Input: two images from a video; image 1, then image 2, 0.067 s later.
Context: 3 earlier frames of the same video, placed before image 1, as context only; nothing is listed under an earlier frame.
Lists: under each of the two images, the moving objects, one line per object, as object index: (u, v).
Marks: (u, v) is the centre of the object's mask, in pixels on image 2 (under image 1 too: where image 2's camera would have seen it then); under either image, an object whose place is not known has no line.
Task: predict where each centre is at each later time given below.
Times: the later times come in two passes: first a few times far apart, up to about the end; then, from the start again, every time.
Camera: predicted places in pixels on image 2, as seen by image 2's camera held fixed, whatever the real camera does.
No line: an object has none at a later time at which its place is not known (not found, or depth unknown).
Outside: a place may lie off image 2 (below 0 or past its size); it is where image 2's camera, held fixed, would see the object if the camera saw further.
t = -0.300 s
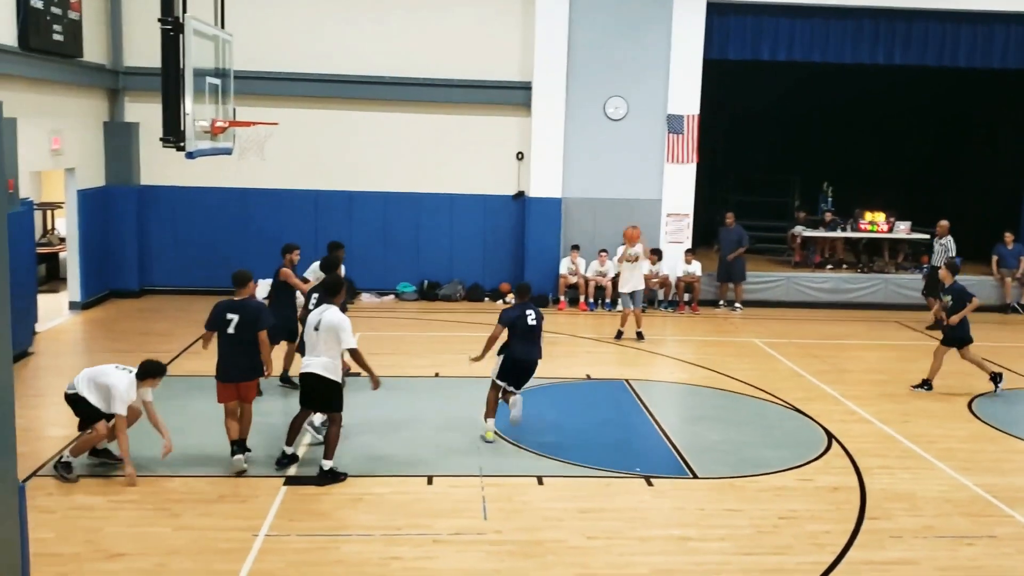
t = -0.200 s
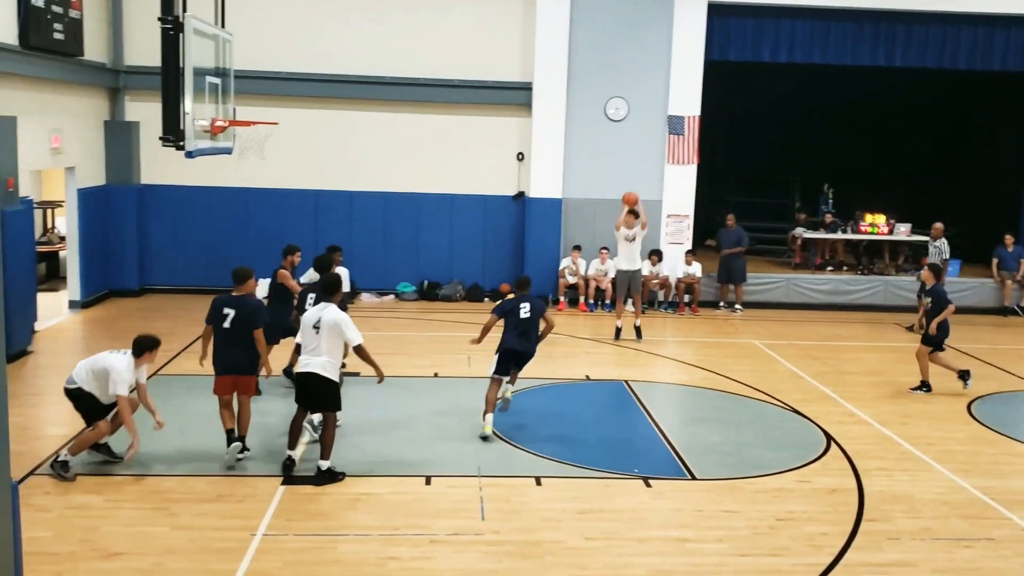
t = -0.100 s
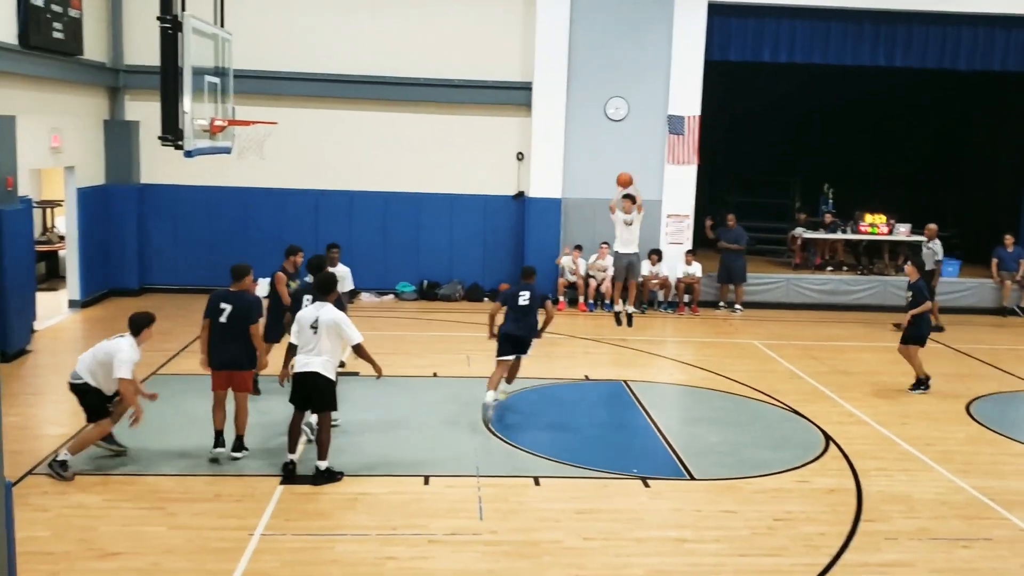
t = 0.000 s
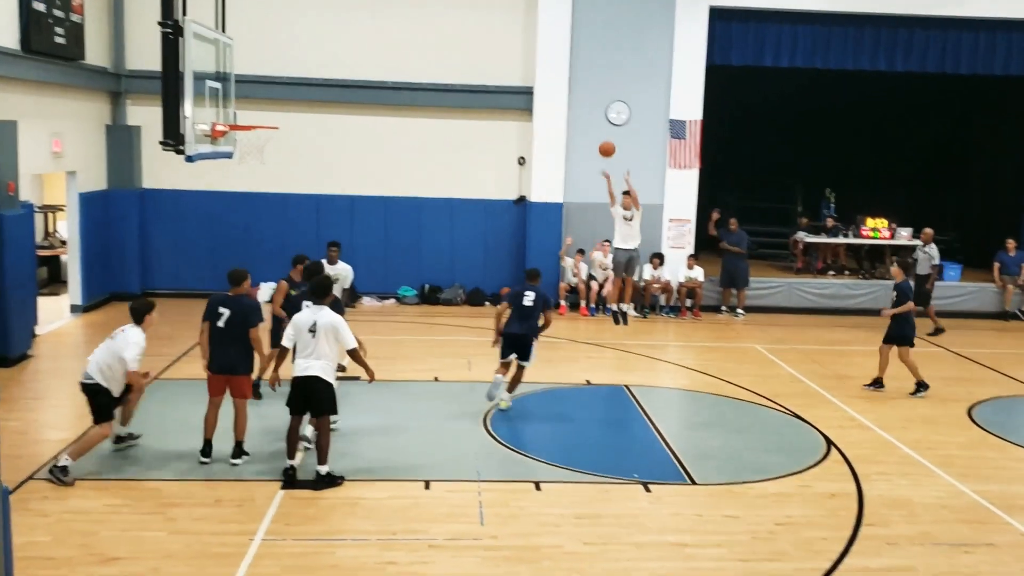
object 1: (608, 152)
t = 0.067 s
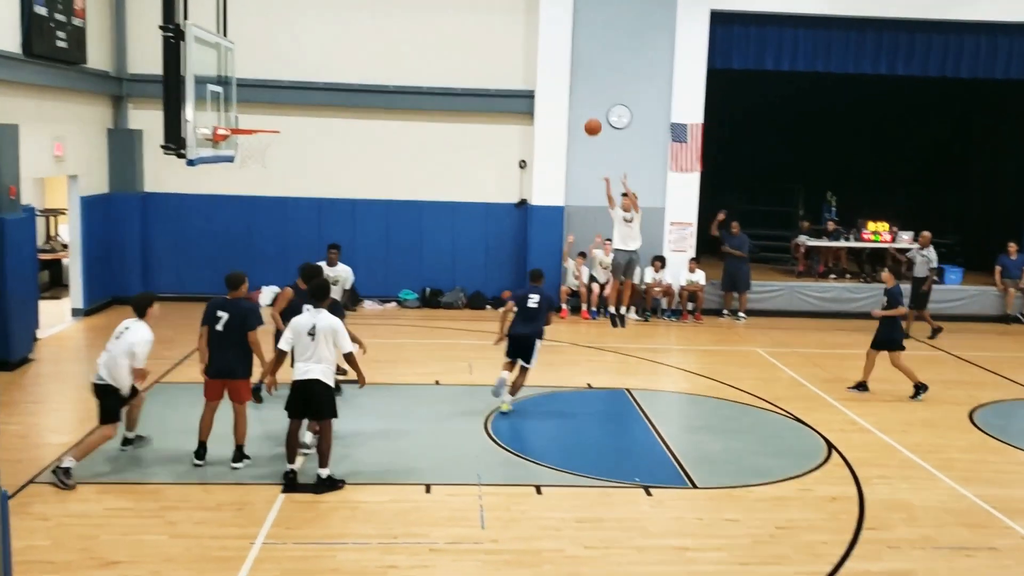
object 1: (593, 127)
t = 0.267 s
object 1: (543, 64)
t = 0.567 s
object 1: (455, 19)
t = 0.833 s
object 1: (362, 40)
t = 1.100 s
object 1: (256, 130)
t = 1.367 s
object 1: (211, 203)
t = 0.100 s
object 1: (585, 115)
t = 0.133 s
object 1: (577, 104)
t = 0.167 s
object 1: (569, 93)
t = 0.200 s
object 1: (561, 83)
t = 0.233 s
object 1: (552, 73)
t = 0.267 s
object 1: (543, 64)
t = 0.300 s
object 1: (534, 56)
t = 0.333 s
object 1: (525, 49)
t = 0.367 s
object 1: (516, 42)
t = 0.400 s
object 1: (506, 36)
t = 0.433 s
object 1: (496, 31)
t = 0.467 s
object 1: (486, 26)
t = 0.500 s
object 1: (476, 23)
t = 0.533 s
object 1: (466, 20)
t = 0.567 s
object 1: (455, 19)
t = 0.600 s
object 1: (444, 18)
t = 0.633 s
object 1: (433, 18)
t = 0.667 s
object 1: (421, 19)
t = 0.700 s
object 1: (410, 21)
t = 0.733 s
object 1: (398, 24)
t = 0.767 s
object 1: (386, 28)
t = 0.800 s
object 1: (374, 33)
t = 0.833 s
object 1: (362, 40)
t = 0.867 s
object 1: (349, 47)
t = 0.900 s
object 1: (336, 56)
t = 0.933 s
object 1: (323, 65)
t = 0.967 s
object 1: (310, 76)
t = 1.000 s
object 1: (297, 88)
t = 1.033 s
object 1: (283, 100)
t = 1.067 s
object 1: (270, 114)
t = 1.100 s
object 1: (256, 130)
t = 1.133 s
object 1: (242, 147)
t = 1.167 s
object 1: (235, 154)
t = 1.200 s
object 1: (231, 159)
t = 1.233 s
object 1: (227, 166)
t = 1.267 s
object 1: (223, 173)
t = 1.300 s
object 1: (219, 182)
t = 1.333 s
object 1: (214, 192)
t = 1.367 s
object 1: (211, 203)
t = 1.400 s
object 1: (206, 214)
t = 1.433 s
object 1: (202, 227)
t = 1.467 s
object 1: (198, 242)
